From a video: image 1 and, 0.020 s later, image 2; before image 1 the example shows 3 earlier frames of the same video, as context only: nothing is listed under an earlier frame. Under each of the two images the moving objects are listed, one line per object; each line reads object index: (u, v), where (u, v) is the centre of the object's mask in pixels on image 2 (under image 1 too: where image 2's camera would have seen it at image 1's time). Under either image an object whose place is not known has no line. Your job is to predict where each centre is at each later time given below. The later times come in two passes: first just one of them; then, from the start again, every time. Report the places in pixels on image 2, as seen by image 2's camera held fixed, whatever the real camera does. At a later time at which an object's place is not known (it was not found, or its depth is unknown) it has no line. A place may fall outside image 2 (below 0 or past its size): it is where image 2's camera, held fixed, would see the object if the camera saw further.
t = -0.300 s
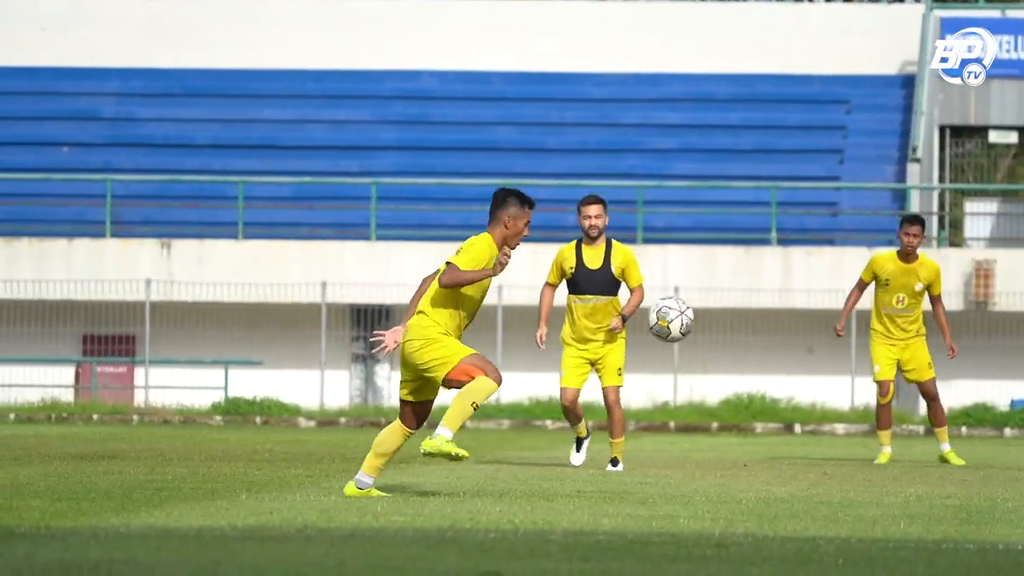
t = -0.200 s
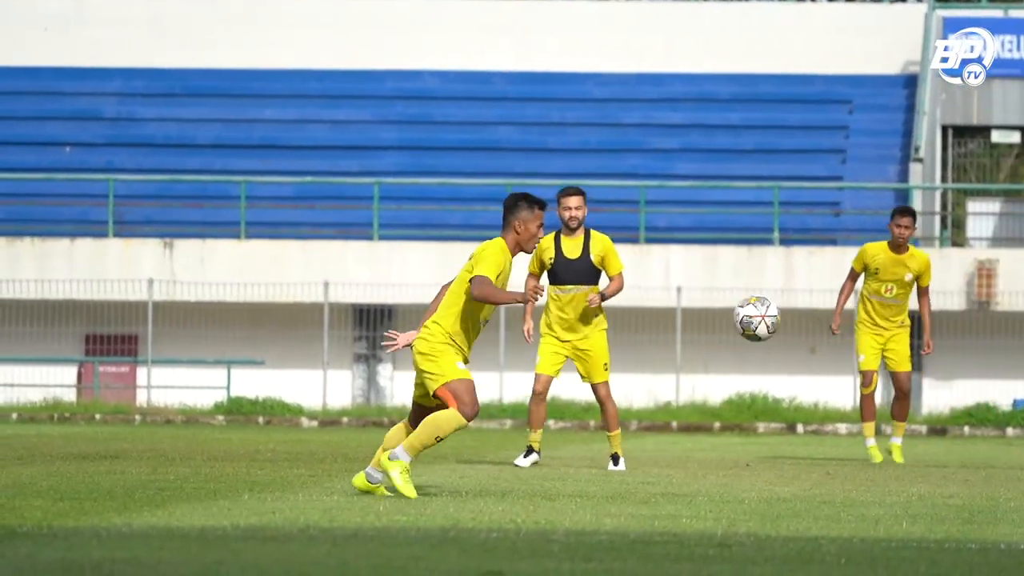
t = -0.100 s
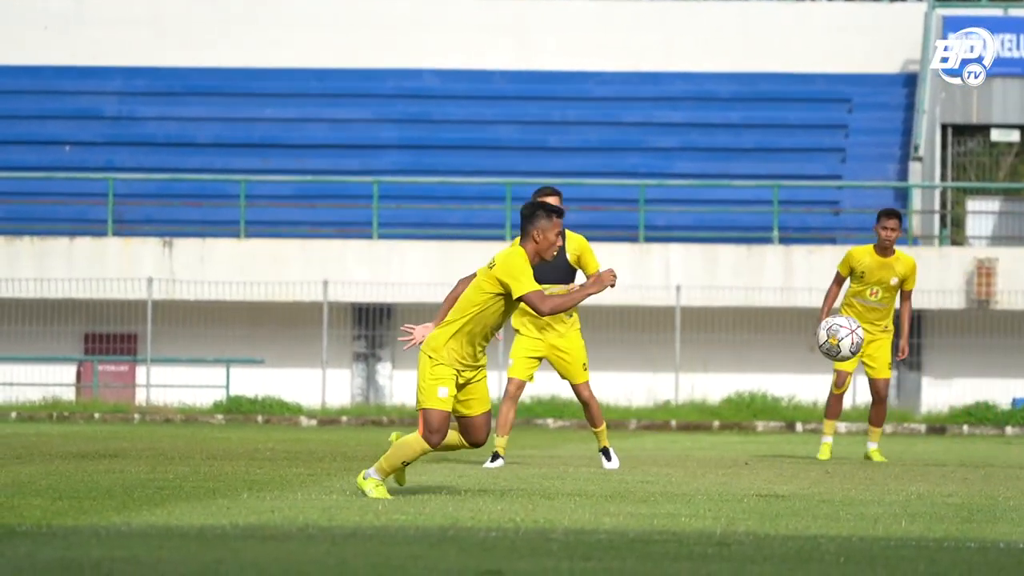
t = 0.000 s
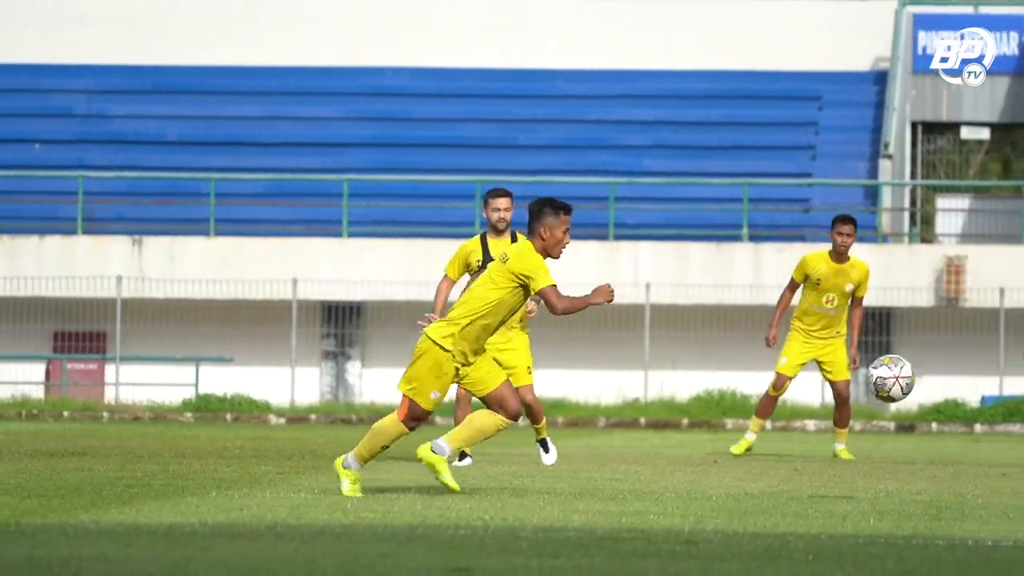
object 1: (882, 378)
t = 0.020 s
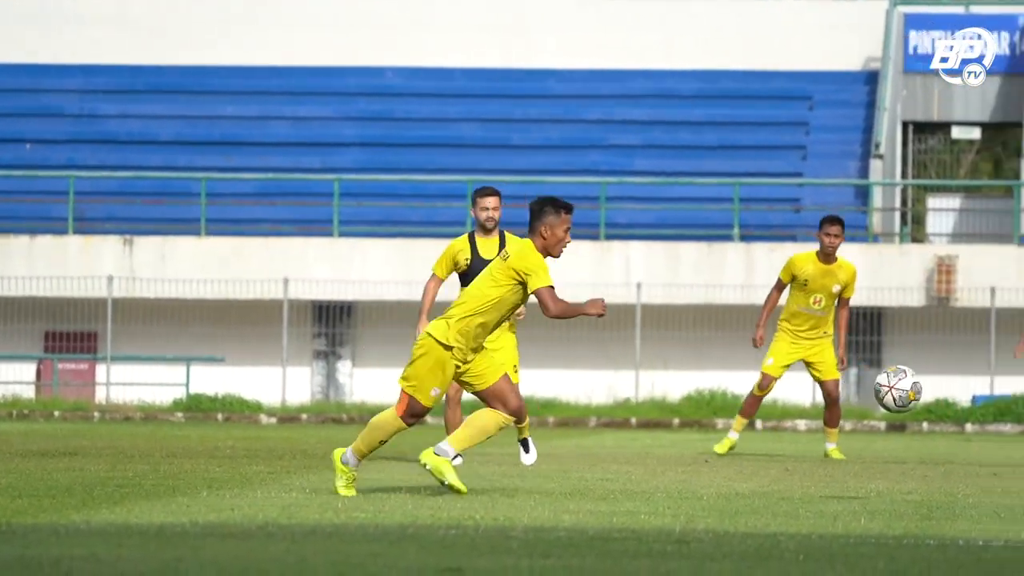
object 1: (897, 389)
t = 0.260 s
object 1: (1067, 452)
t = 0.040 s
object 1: (914, 400)
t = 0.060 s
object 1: (931, 415)
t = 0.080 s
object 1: (947, 428)
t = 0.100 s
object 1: (963, 443)
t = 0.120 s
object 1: (979, 459)
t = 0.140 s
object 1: (995, 476)
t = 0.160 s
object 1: (1010, 488)
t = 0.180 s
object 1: (1022, 482)
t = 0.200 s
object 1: (1033, 473)
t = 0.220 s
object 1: (1045, 465)
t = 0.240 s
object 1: (1056, 458)
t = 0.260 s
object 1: (1067, 452)
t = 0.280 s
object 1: (1079, 447)
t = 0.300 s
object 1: (1090, 442)
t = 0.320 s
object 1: (1101, 439)
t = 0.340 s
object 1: (1113, 436)
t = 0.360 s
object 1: (1124, 434)
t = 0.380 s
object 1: (1135, 433)
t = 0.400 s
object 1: (1147, 433)
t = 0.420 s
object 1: (1158, 434)
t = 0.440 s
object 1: (1169, 436)
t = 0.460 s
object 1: (1180, 439)
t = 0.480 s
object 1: (1192, 442)
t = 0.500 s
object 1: (1203, 447)
